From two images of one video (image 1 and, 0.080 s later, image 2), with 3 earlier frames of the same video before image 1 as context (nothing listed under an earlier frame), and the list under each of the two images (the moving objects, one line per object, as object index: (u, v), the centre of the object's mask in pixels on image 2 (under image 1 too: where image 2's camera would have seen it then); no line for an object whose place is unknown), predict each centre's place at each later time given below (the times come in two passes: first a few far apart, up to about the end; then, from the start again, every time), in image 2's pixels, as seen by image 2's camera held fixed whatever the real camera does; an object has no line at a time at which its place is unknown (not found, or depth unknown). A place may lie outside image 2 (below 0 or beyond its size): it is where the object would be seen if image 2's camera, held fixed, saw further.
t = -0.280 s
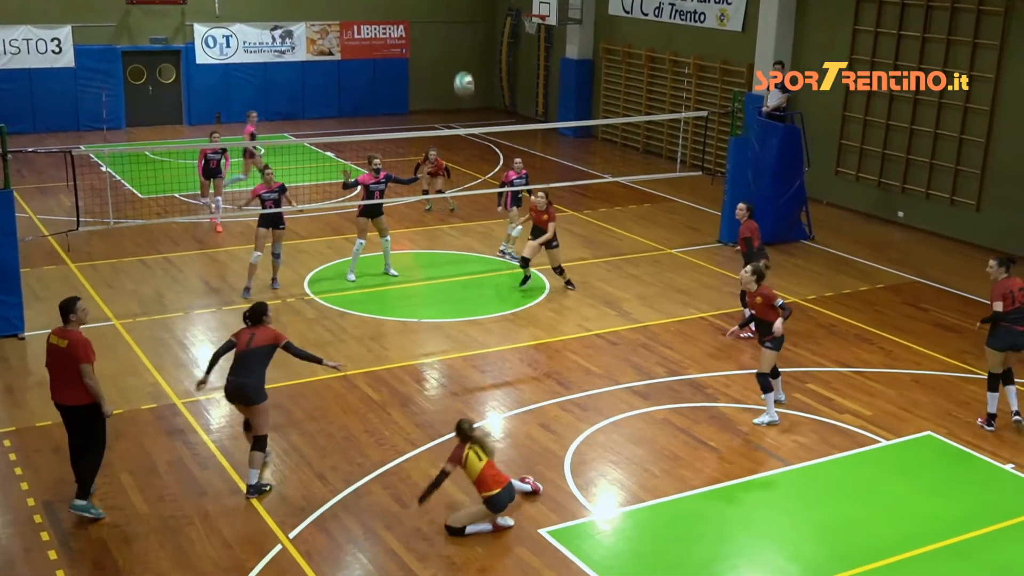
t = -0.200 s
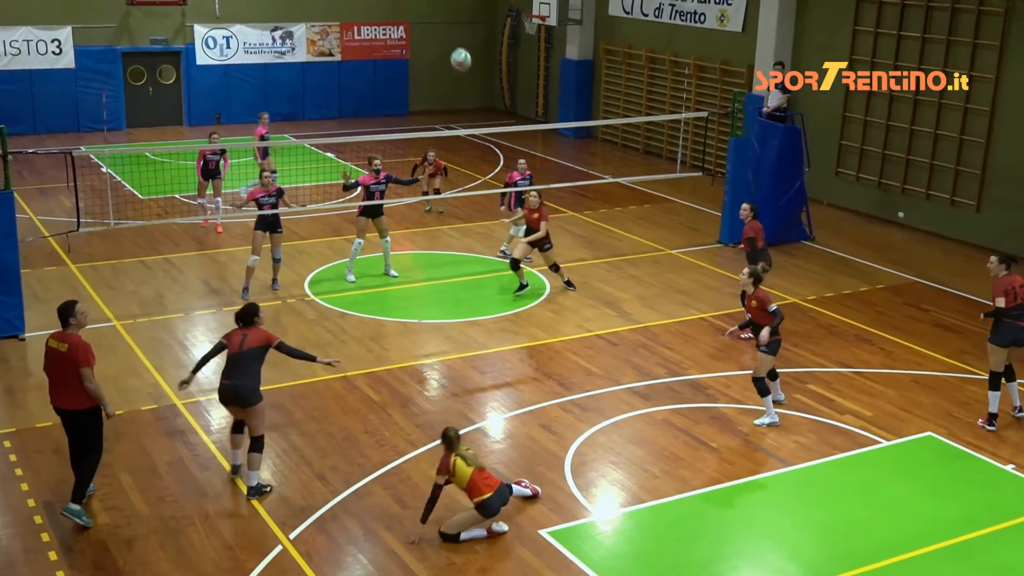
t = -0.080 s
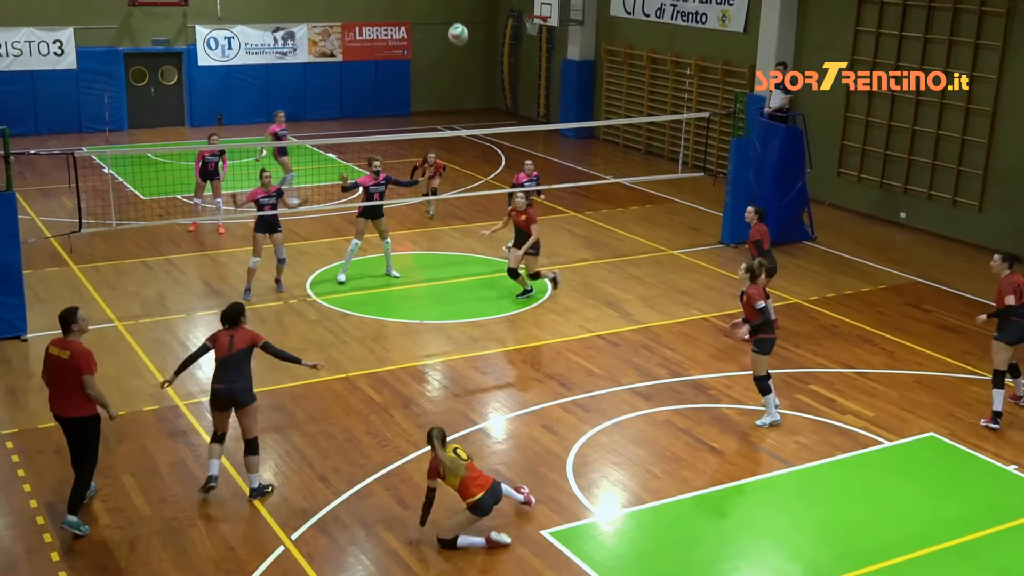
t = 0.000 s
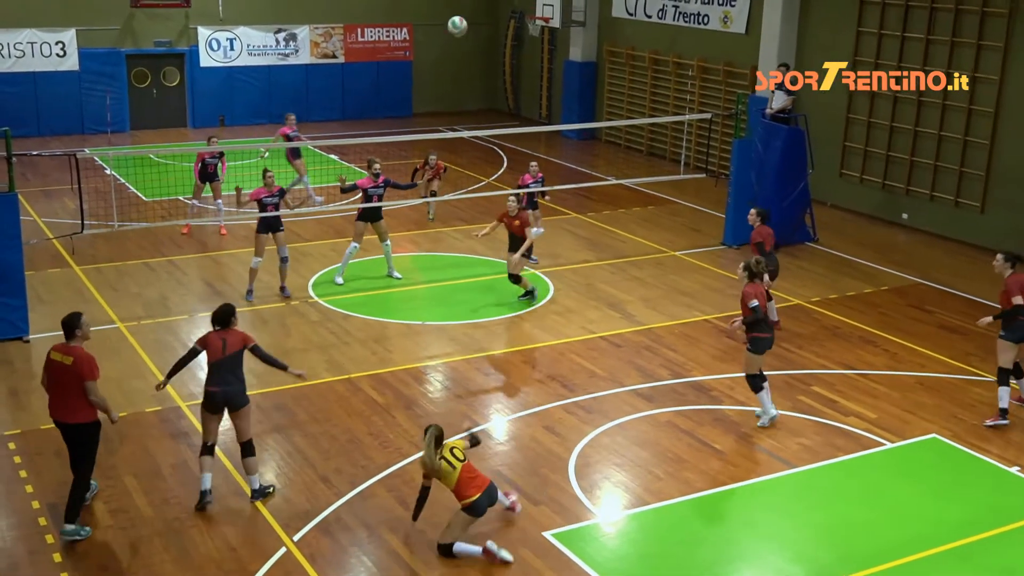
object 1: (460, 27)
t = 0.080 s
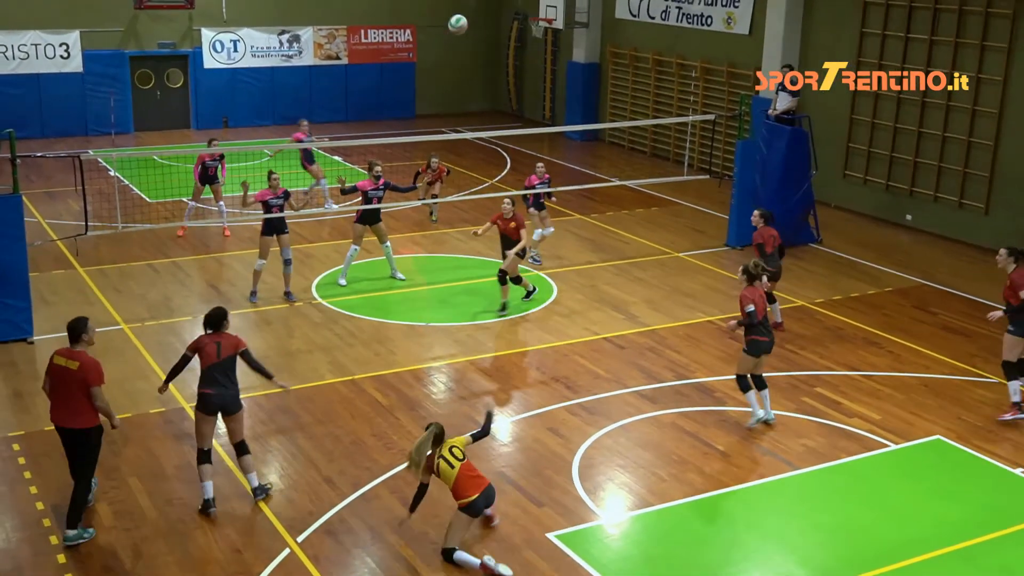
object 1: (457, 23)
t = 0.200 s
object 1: (454, 30)
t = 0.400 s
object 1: (450, 67)
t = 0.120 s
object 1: (456, 24)
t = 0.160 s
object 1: (456, 27)
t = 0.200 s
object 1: (454, 30)
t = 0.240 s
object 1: (453, 35)
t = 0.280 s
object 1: (452, 41)
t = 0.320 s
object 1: (451, 48)
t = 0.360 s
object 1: (450, 57)
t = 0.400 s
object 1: (450, 67)
